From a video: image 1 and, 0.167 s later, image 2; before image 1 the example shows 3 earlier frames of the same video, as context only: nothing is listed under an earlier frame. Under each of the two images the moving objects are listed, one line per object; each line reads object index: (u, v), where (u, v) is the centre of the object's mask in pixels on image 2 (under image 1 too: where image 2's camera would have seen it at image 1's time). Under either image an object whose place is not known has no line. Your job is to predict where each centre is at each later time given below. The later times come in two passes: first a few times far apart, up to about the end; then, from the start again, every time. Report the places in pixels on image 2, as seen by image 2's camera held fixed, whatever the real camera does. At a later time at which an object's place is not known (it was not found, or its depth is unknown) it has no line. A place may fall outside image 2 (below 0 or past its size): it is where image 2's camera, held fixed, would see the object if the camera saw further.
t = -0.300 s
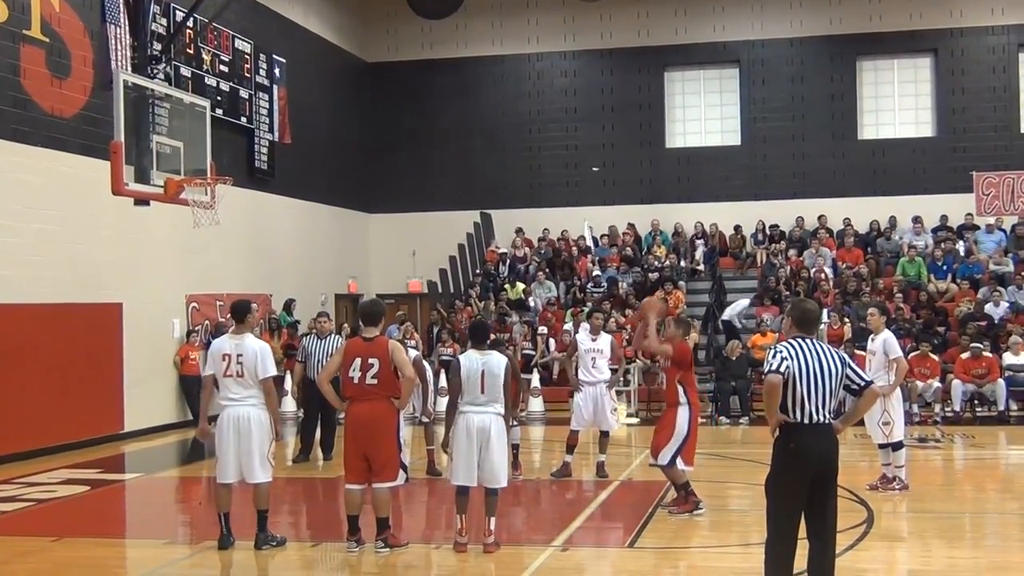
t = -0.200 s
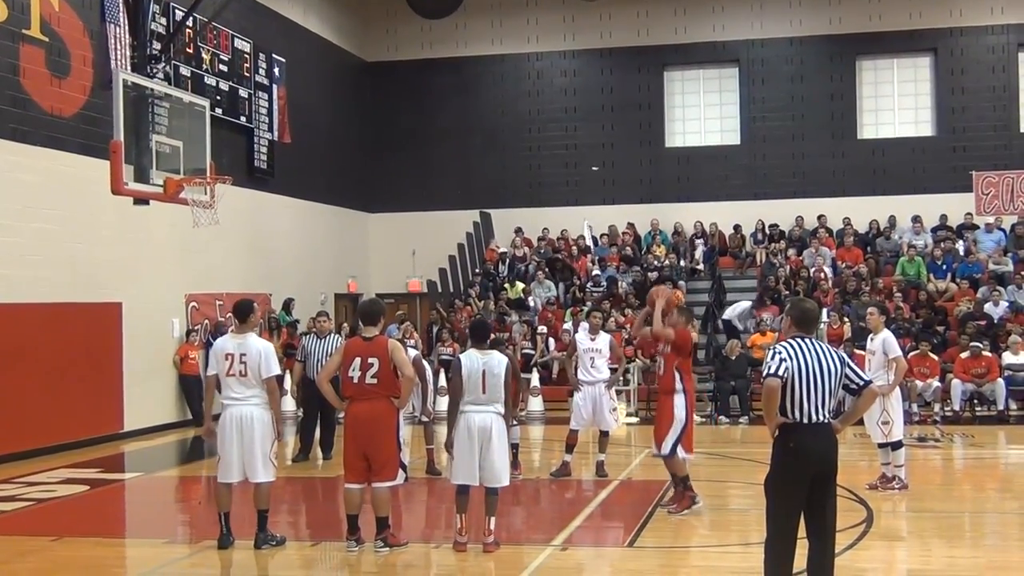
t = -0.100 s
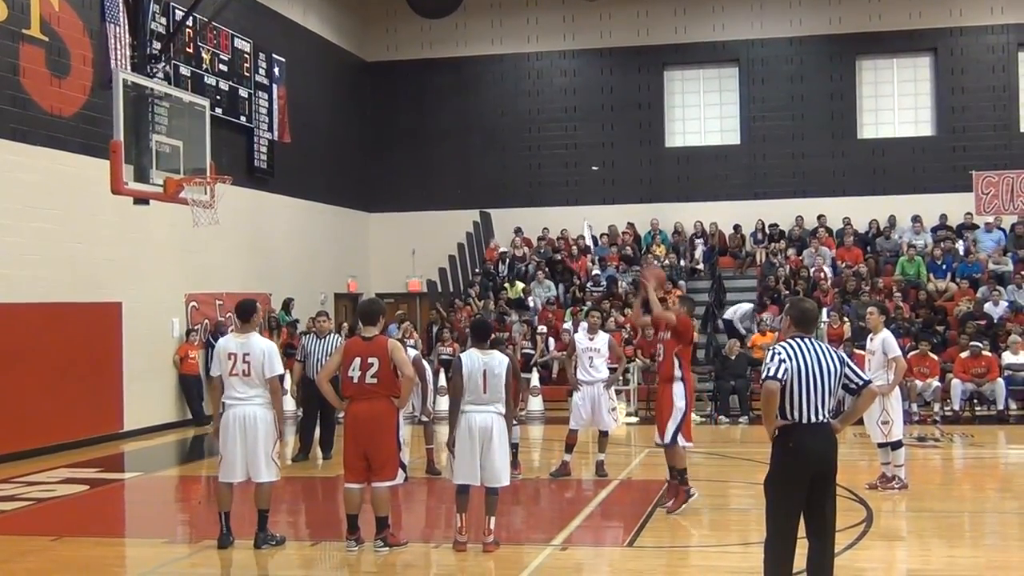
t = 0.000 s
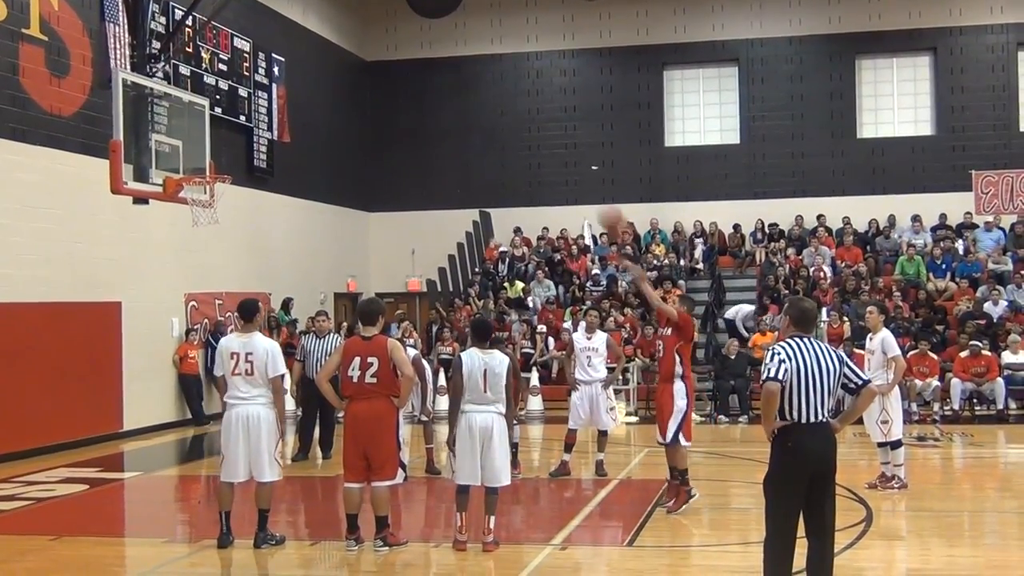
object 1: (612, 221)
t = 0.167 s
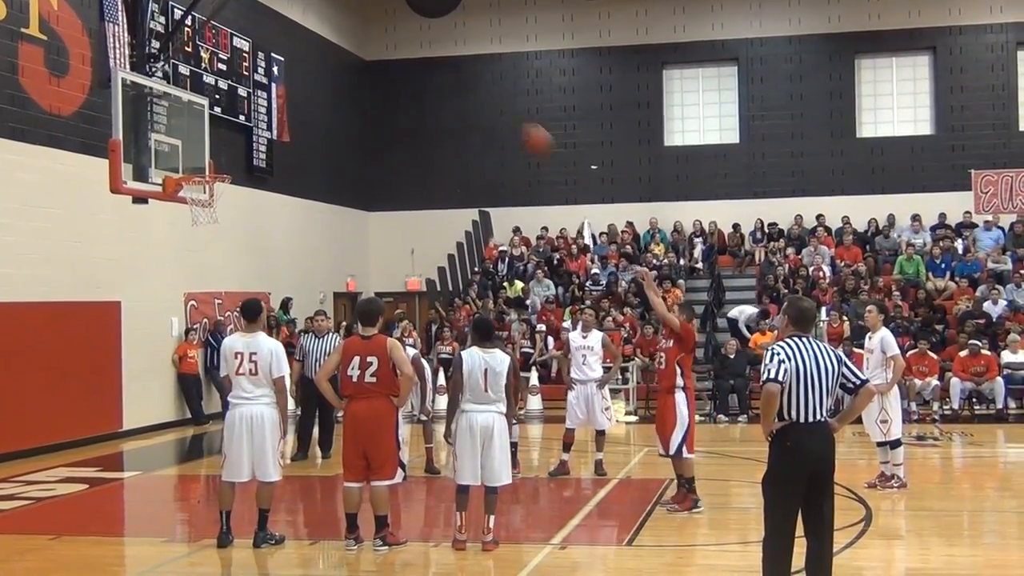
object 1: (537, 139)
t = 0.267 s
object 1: (491, 105)
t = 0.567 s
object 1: (365, 74)
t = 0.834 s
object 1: (259, 123)
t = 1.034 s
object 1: (195, 180)
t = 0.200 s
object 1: (521, 126)
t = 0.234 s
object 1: (506, 116)
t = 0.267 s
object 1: (491, 105)
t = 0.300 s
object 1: (477, 97)
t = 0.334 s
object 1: (462, 89)
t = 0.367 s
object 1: (448, 85)
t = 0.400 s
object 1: (434, 80)
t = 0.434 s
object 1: (420, 77)
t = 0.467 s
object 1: (406, 74)
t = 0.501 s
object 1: (392, 73)
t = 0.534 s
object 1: (378, 73)
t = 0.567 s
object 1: (365, 74)
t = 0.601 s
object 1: (352, 76)
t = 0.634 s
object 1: (338, 80)
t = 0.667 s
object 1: (325, 84)
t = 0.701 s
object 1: (313, 89)
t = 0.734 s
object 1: (299, 96)
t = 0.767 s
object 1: (287, 101)
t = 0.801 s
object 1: (273, 114)
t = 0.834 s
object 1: (259, 123)
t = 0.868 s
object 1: (244, 136)
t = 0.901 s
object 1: (236, 145)
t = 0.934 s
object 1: (223, 160)
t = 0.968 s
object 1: (212, 168)
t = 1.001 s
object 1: (200, 176)
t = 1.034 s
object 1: (195, 180)
